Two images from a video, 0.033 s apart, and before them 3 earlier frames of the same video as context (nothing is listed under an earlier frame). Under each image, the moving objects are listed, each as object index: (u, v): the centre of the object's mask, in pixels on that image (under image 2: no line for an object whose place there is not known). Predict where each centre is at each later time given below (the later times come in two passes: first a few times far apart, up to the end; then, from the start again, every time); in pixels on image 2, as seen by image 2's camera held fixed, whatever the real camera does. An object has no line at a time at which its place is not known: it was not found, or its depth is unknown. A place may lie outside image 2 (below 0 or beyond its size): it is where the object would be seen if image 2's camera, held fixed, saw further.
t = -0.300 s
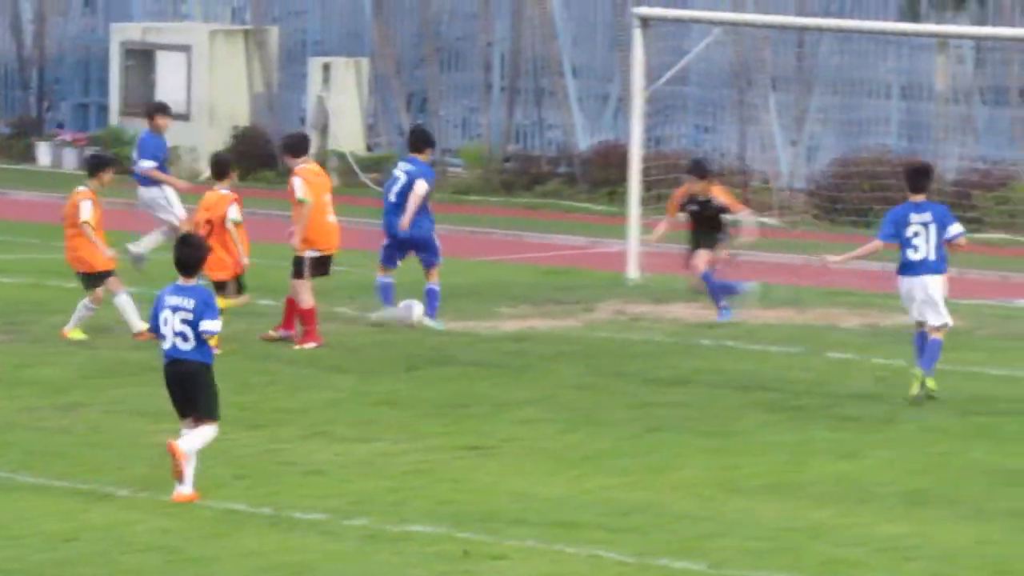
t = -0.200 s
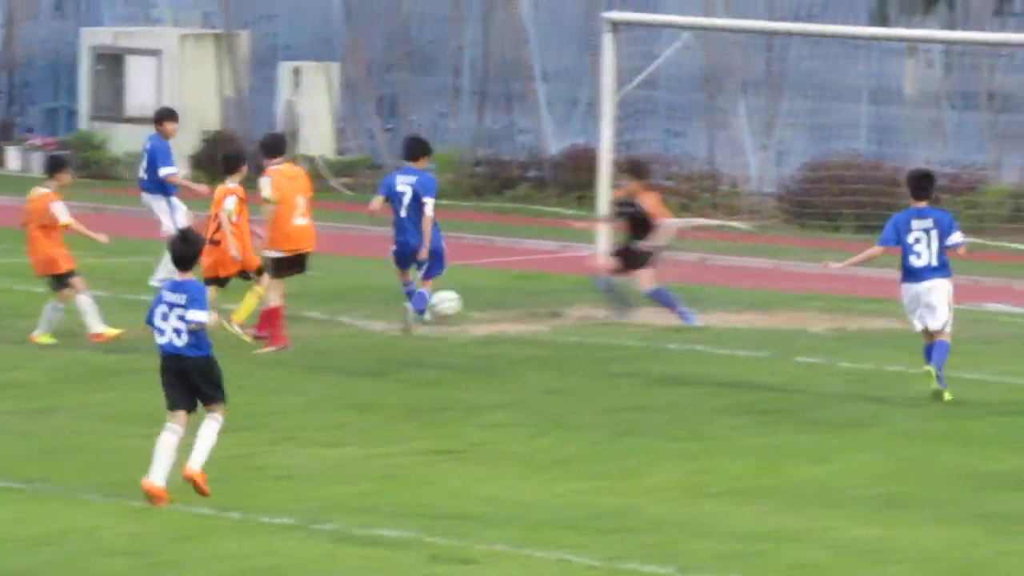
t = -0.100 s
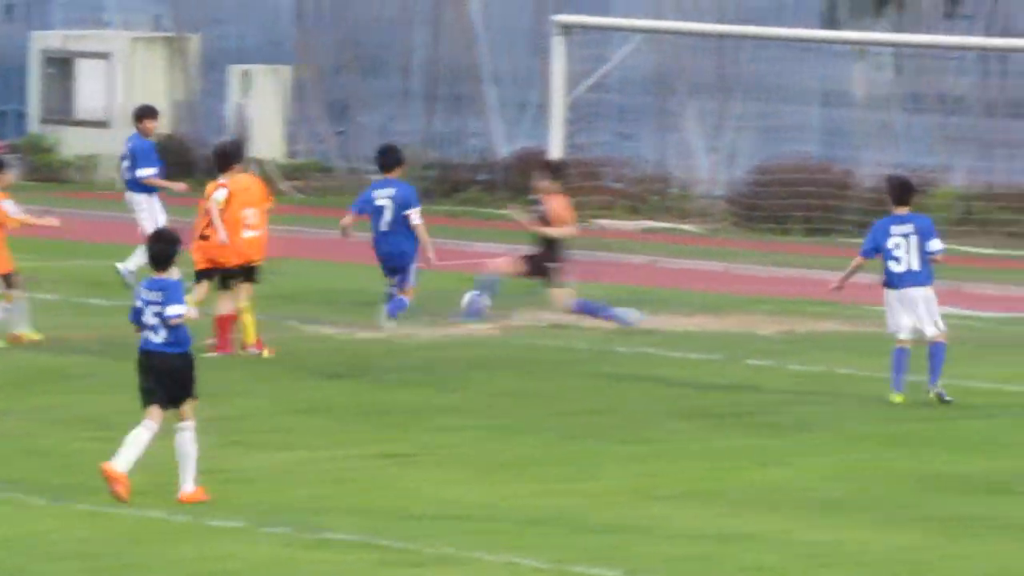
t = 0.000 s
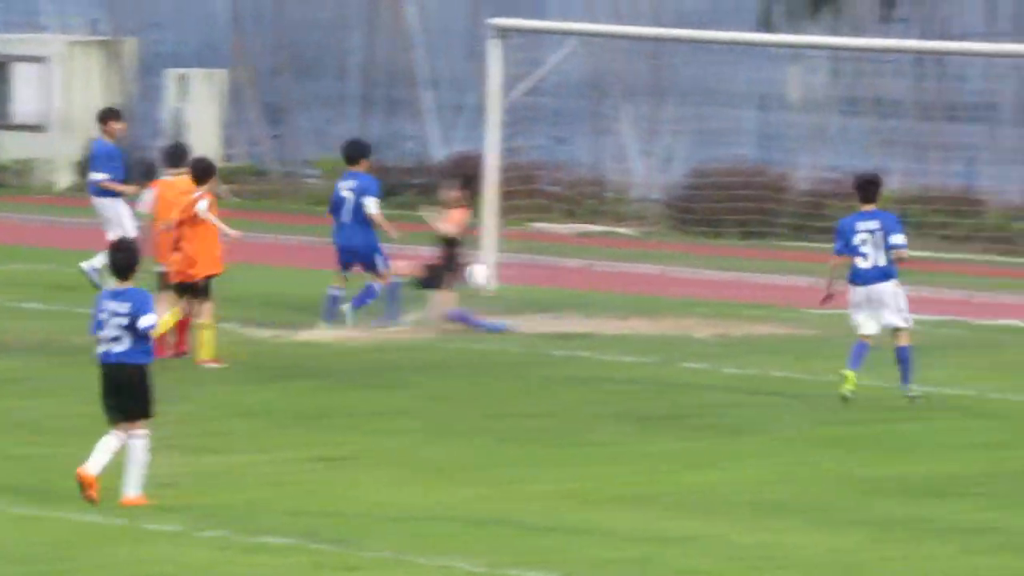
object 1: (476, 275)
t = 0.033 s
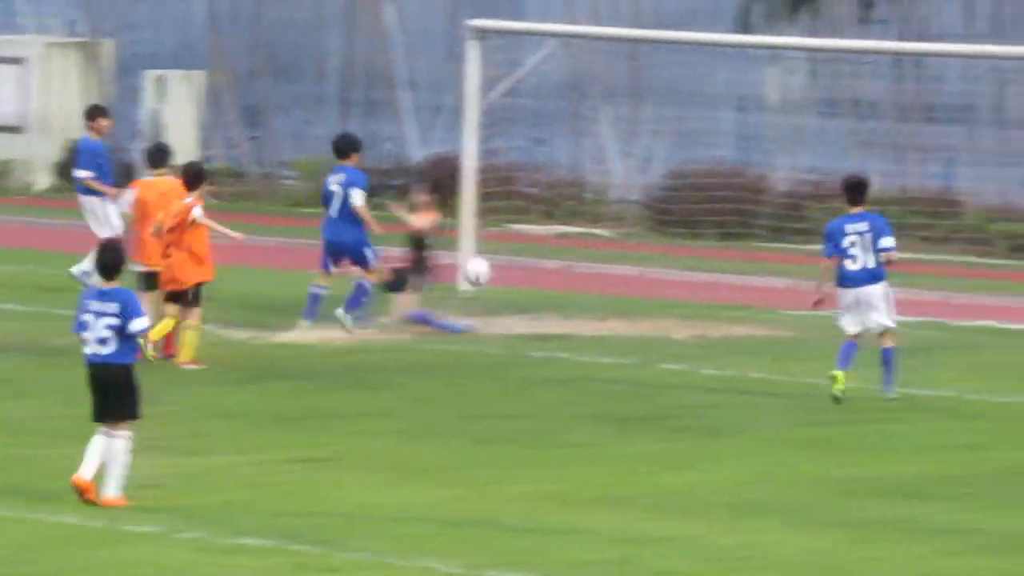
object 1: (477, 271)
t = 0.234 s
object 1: (591, 263)
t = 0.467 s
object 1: (703, 281)
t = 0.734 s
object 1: (651, 264)
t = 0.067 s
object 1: (495, 265)
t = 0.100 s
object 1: (515, 262)
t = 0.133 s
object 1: (534, 261)
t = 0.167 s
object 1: (553, 260)
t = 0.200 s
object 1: (572, 261)
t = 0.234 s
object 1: (591, 263)
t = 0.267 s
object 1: (608, 267)
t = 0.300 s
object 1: (628, 273)
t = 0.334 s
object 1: (646, 280)
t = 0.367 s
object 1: (665, 288)
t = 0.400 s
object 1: (682, 294)
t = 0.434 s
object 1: (694, 287)
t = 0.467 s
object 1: (703, 281)
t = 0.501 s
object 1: (703, 274)
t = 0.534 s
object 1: (697, 269)
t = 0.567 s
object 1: (690, 265)
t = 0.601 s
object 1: (682, 263)
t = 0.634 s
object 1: (675, 261)
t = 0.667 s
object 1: (668, 262)
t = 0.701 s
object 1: (660, 262)
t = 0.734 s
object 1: (651, 264)
